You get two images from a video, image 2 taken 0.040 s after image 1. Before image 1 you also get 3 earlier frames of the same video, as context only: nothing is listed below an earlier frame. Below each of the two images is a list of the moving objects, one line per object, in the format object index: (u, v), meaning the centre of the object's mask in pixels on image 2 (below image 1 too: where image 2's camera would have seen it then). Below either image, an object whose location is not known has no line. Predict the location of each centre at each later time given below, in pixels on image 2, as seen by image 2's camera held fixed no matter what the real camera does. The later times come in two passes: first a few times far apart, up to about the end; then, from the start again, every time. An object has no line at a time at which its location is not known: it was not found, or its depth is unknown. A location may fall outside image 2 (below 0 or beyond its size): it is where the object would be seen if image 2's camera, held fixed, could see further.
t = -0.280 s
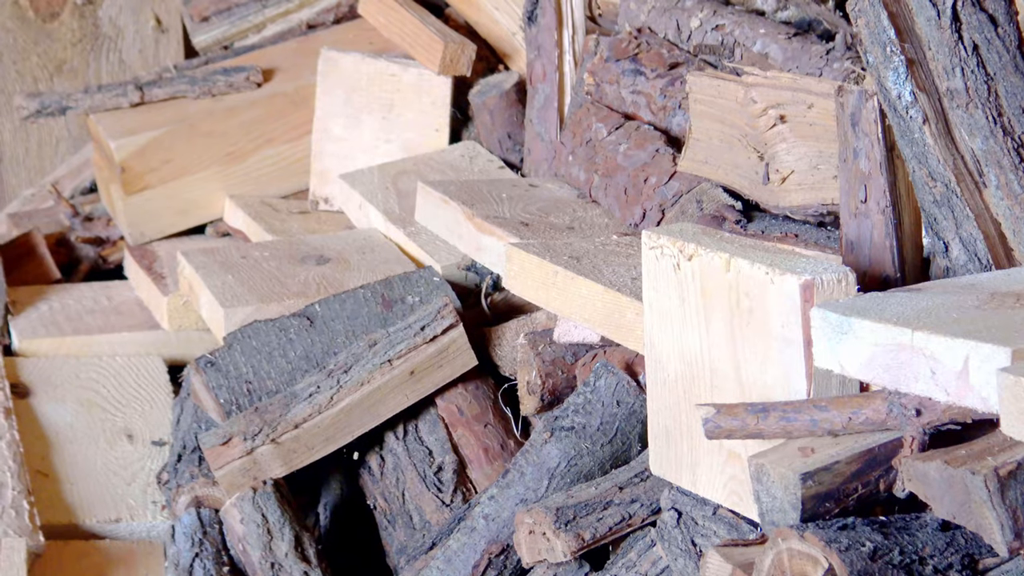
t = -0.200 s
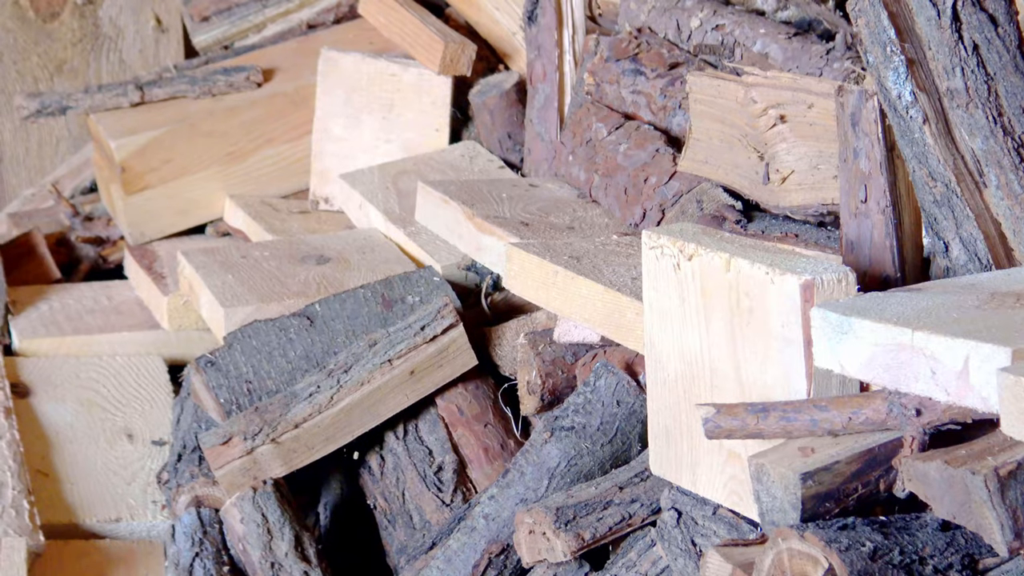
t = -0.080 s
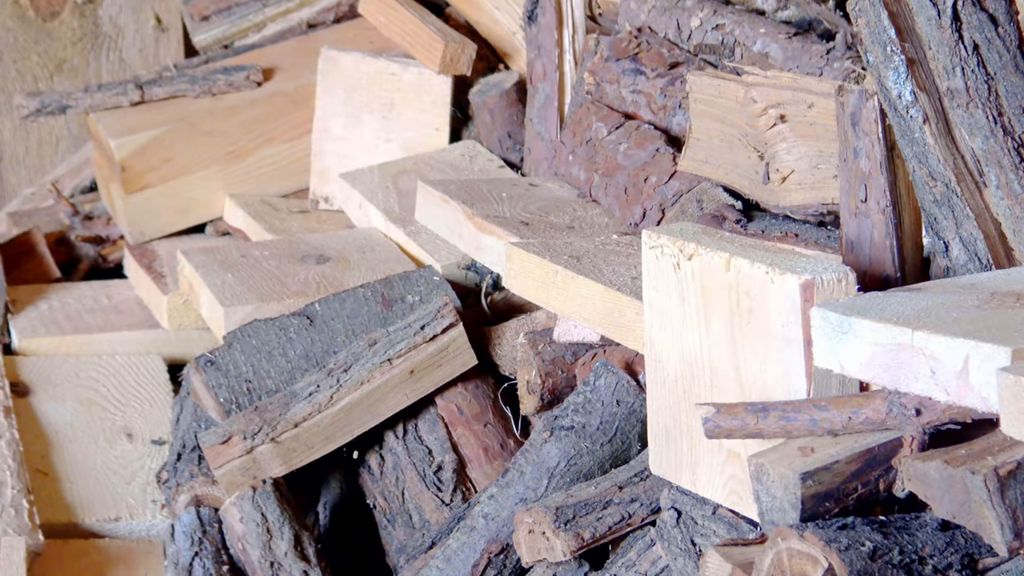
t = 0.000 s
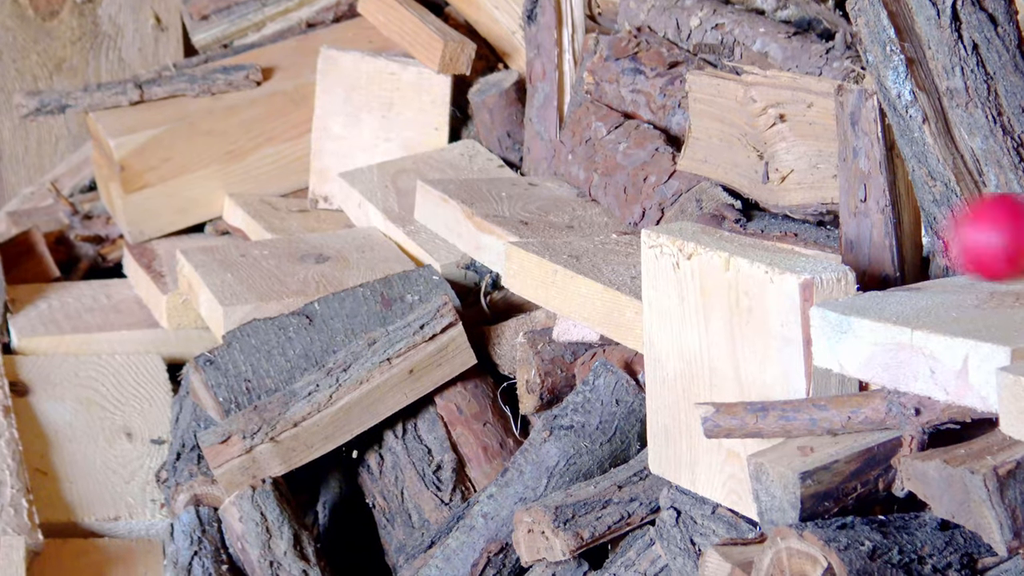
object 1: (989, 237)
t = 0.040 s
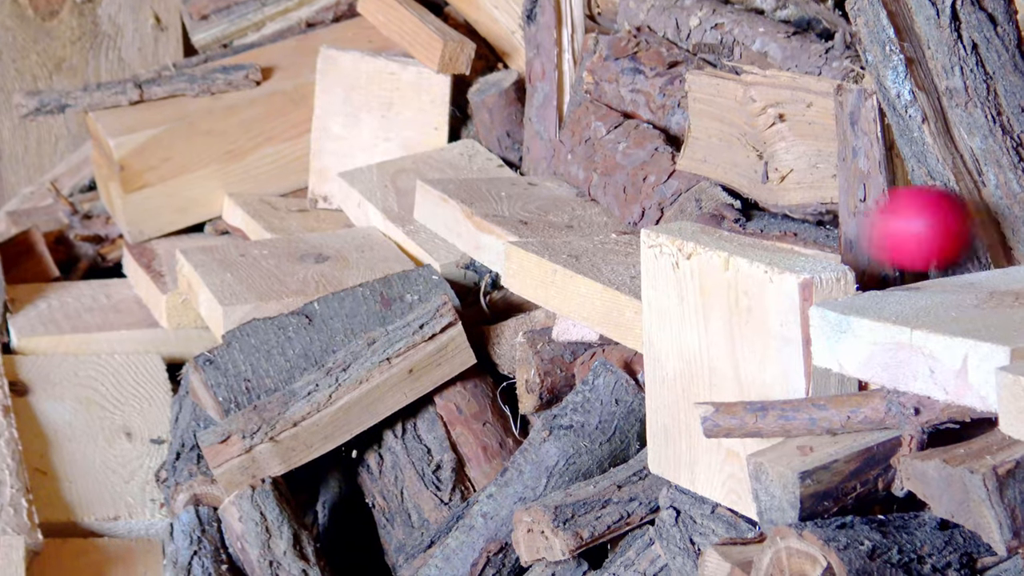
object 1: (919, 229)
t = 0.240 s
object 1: (591, 216)
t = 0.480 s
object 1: (352, 165)
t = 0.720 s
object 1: (313, 195)
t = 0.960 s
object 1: (328, 205)
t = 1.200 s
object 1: (329, 221)
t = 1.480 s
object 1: (327, 252)
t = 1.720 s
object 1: (281, 282)
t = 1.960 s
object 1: (158, 434)
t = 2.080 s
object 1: (68, 572)
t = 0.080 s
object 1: (843, 234)
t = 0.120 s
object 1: (770, 227)
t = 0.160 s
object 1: (709, 209)
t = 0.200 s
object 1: (636, 222)
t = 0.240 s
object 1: (591, 216)
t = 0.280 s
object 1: (543, 197)
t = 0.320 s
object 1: (503, 191)
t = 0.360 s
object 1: (463, 176)
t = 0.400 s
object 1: (426, 162)
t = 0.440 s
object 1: (388, 155)
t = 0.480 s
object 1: (352, 165)
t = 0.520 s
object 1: (319, 196)
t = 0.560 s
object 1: (293, 180)
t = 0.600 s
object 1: (273, 174)
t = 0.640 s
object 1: (284, 183)
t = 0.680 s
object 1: (299, 189)
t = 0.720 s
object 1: (313, 195)
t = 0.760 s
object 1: (324, 202)
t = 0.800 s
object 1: (329, 203)
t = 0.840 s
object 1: (327, 201)
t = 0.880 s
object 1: (328, 202)
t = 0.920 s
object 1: (328, 203)
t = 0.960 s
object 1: (328, 205)
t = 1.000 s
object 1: (328, 207)
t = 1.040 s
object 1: (328, 210)
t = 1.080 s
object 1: (328, 212)
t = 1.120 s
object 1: (329, 215)
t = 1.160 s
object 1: (329, 219)
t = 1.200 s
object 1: (329, 221)
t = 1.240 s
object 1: (329, 225)
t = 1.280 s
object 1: (328, 229)
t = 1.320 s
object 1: (329, 233)
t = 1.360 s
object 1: (329, 237)
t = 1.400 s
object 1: (329, 241)
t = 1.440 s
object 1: (328, 246)
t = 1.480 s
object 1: (327, 252)
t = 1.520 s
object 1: (327, 258)
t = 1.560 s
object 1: (325, 260)
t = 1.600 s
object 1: (319, 261)
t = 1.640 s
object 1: (309, 265)
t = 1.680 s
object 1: (297, 272)
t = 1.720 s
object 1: (281, 282)
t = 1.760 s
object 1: (262, 290)
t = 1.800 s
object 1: (245, 303)
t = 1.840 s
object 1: (226, 327)
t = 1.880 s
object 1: (209, 359)
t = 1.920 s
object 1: (196, 400)
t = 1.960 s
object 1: (158, 434)
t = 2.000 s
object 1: (122, 492)
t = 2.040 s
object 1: (90, 565)
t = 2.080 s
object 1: (68, 572)
